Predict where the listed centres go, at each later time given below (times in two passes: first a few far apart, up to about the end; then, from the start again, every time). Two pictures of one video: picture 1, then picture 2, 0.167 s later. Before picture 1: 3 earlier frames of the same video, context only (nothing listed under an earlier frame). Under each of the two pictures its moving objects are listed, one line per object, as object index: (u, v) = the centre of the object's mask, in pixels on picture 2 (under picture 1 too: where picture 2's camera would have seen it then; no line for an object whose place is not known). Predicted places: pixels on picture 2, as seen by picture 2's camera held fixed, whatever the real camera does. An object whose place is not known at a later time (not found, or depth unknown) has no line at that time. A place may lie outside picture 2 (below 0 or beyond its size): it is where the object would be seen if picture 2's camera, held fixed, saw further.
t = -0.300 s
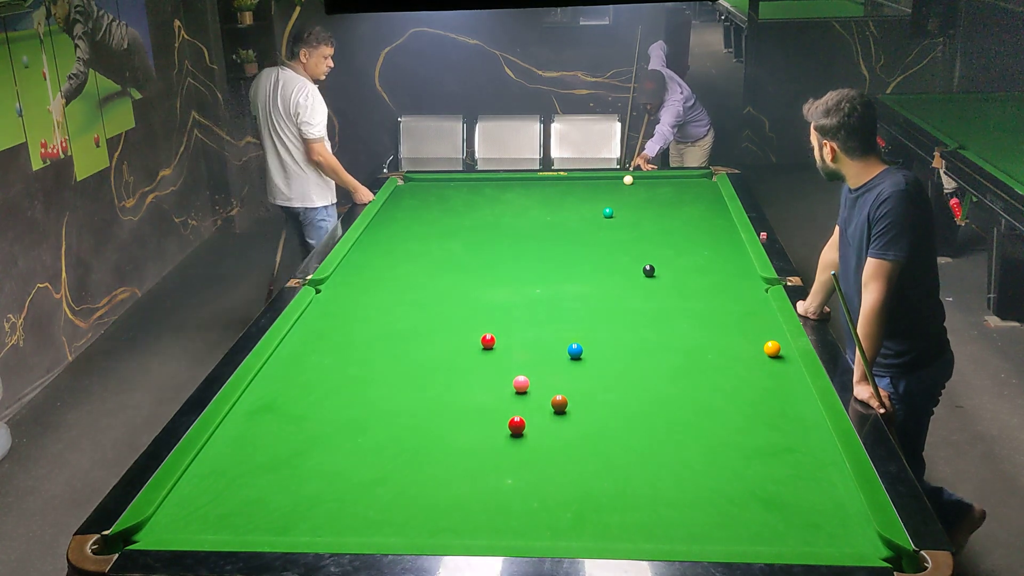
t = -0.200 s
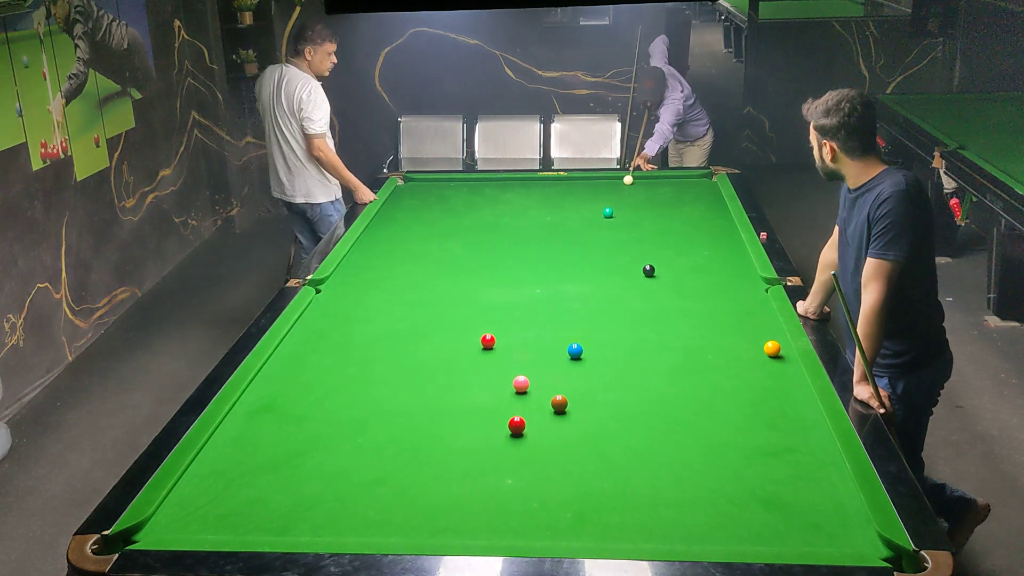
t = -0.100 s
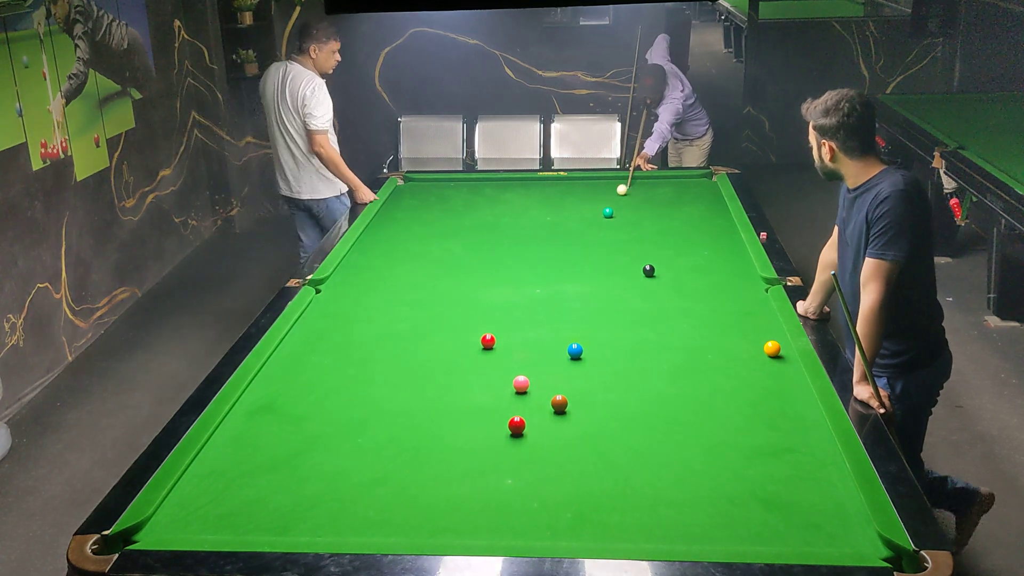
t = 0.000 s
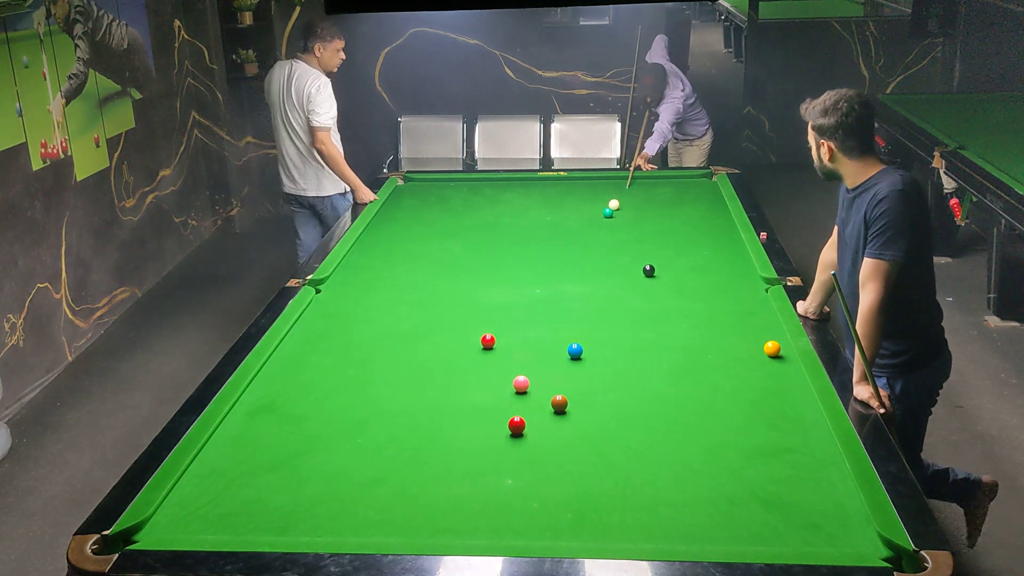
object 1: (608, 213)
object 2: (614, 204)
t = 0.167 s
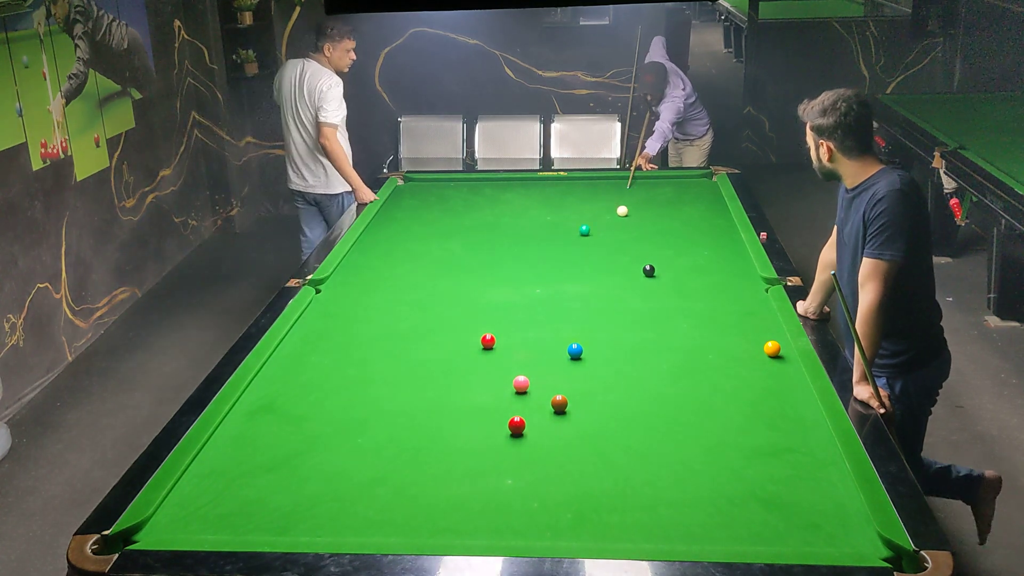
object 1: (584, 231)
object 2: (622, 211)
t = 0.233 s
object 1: (573, 238)
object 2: (627, 211)
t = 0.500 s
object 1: (529, 271)
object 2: (646, 213)
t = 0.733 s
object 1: (485, 305)
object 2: (661, 215)
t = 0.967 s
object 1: (432, 345)
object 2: (676, 217)
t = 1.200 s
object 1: (370, 392)
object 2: (690, 218)
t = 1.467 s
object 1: (282, 459)
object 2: (704, 220)
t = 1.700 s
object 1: (185, 529)
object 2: (716, 221)
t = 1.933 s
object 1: (188, 481)
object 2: (727, 222)
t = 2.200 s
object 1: (238, 441)
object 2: (725, 223)
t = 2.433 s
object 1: (275, 411)
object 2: (720, 224)
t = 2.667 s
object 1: (306, 385)
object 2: (716, 224)
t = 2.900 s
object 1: (333, 363)
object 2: (714, 225)
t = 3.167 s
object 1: (359, 341)
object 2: (712, 225)
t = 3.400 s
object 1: (380, 324)
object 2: (712, 225)
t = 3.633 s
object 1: (397, 309)
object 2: (712, 225)
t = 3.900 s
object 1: (415, 294)
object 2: (712, 225)
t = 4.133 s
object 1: (428, 282)
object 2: (712, 225)
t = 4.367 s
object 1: (441, 271)
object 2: (712, 225)
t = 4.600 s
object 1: (451, 262)
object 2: (712, 225)
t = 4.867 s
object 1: (462, 252)
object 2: (712, 225)
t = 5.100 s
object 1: (471, 245)
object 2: (712, 225)
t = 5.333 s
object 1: (479, 238)
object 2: (712, 225)
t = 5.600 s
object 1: (487, 231)
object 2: (712, 225)
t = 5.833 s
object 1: (494, 225)
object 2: (712, 225)
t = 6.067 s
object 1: (500, 220)
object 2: (712, 225)
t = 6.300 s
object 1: (505, 216)
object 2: (712, 225)
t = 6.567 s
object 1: (511, 211)
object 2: (712, 225)
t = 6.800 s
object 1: (516, 207)
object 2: (712, 225)
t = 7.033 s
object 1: (520, 205)
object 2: (712, 225)
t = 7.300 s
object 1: (524, 202)
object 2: (712, 225)
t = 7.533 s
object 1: (528, 199)
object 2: (712, 225)
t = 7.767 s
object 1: (531, 198)
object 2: (712, 225)
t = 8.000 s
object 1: (533, 196)
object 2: (712, 225)
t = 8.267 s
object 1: (535, 195)
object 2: (712, 225)
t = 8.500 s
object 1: (537, 194)
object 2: (712, 225)
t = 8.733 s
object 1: (537, 194)
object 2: (712, 225)
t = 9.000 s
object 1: (537, 194)
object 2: (712, 225)
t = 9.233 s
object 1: (537, 194)
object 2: (712, 225)
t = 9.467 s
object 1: (537, 194)
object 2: (712, 225)
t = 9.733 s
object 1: (537, 194)
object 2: (712, 225)
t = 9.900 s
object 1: (537, 194)
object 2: (712, 225)
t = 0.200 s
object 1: (579, 234)
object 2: (624, 211)
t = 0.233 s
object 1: (573, 238)
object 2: (627, 211)
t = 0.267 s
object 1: (568, 243)
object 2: (629, 212)
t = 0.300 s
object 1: (563, 246)
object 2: (632, 212)
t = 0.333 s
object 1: (557, 250)
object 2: (634, 212)
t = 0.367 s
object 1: (552, 254)
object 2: (636, 212)
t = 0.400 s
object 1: (547, 258)
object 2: (639, 213)
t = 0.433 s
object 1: (541, 263)
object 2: (641, 213)
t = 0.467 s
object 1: (536, 267)
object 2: (643, 213)
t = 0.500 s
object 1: (529, 271)
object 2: (646, 213)
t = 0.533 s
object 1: (523, 276)
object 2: (648, 214)
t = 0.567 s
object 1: (518, 280)
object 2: (650, 214)
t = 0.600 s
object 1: (511, 285)
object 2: (652, 214)
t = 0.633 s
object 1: (505, 290)
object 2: (655, 214)
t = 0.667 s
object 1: (499, 295)
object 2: (657, 215)
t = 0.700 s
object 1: (492, 300)
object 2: (659, 215)
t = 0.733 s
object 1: (485, 305)
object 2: (661, 215)
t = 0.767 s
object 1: (478, 310)
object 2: (663, 215)
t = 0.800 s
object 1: (471, 316)
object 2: (666, 216)
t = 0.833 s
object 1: (464, 321)
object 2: (668, 216)
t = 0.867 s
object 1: (456, 327)
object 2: (670, 216)
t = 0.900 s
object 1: (448, 333)
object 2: (672, 216)
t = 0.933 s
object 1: (441, 339)
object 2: (674, 217)
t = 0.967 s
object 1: (432, 345)
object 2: (676, 217)
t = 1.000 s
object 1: (424, 351)
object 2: (678, 217)
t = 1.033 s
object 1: (416, 357)
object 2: (680, 217)
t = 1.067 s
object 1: (407, 364)
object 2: (682, 217)
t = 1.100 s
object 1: (398, 371)
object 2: (684, 218)
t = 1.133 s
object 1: (389, 378)
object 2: (686, 218)
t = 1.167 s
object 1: (379, 385)
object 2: (688, 218)
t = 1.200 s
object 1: (370, 392)
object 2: (690, 218)
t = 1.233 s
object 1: (359, 400)
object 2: (692, 219)
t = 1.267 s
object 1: (349, 408)
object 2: (694, 219)
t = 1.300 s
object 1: (338, 416)
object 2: (696, 219)
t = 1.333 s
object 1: (327, 425)
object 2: (697, 219)
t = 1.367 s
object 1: (316, 433)
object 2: (699, 219)
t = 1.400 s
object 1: (304, 442)
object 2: (701, 219)
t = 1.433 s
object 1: (294, 450)
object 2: (702, 220)
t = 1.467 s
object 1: (282, 459)
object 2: (704, 220)
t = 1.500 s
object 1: (269, 469)
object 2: (706, 220)
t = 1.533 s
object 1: (257, 478)
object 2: (708, 220)
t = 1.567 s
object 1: (243, 489)
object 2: (709, 221)
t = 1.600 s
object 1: (229, 499)
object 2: (711, 221)
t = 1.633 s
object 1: (215, 510)
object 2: (713, 221)
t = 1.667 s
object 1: (200, 521)
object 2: (714, 221)
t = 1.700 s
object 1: (185, 529)
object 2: (716, 221)
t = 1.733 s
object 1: (182, 525)
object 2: (718, 221)
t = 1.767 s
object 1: (183, 517)
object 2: (719, 222)
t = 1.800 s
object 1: (183, 509)
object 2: (721, 222)
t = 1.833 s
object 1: (184, 501)
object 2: (722, 222)
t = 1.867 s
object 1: (183, 494)
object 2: (724, 222)
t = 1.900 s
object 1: (183, 487)
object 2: (725, 222)
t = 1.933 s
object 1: (188, 481)
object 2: (727, 222)
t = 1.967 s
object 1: (195, 475)
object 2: (728, 223)
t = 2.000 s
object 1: (202, 470)
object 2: (729, 223)
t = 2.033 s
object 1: (208, 465)
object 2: (728, 223)
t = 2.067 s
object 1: (214, 460)
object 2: (728, 223)
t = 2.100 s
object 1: (220, 455)
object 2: (727, 223)
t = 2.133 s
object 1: (227, 450)
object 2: (726, 223)
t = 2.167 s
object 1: (233, 445)
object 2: (725, 223)
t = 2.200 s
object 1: (238, 441)
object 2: (725, 223)
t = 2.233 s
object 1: (244, 436)
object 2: (724, 223)
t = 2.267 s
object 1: (249, 432)
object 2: (723, 224)
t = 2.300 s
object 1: (254, 428)
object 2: (722, 224)
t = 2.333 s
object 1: (260, 423)
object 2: (722, 224)
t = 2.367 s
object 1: (265, 419)
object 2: (721, 224)
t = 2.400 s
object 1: (270, 415)
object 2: (720, 224)
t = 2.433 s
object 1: (275, 411)
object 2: (720, 224)
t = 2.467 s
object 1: (280, 407)
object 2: (719, 224)
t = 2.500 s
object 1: (284, 403)
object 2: (719, 224)
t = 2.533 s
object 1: (289, 400)
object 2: (718, 224)
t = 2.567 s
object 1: (293, 396)
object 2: (717, 224)
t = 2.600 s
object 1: (298, 392)
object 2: (717, 224)
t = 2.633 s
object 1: (302, 389)
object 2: (717, 224)
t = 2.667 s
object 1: (306, 385)
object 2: (716, 224)
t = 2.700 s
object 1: (310, 382)
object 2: (716, 224)
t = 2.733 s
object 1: (314, 379)
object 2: (715, 224)
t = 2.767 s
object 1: (318, 375)
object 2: (715, 225)
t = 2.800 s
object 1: (322, 372)
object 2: (715, 225)
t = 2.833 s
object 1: (326, 369)
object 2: (714, 225)
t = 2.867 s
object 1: (329, 366)
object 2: (714, 225)
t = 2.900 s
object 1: (333, 363)
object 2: (714, 225)
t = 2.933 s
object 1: (337, 360)
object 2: (713, 225)
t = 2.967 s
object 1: (340, 357)
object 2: (713, 225)
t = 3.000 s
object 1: (344, 354)
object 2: (713, 225)
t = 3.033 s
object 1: (347, 351)
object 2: (712, 225)
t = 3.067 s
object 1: (350, 349)
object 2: (712, 225)
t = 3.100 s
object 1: (353, 346)
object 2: (712, 225)
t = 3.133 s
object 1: (357, 343)
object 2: (712, 225)
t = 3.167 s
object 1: (359, 341)
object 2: (712, 225)
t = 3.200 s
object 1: (363, 339)
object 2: (712, 225)
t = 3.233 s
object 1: (366, 336)
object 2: (712, 225)
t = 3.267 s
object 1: (368, 333)
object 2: (712, 225)
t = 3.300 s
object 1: (371, 331)
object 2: (712, 225)
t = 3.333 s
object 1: (374, 328)
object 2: (712, 225)
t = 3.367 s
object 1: (377, 326)
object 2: (712, 225)
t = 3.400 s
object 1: (380, 324)
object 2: (712, 225)
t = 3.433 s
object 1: (382, 322)
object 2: (712, 225)
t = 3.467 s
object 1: (385, 320)
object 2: (712, 225)
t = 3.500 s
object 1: (387, 317)
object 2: (712, 225)
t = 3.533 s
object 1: (390, 315)
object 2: (712, 225)
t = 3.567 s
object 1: (392, 313)
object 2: (712, 225)
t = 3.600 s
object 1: (395, 311)
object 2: (712, 225)
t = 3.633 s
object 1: (397, 309)
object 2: (712, 225)
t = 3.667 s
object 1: (399, 307)
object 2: (712, 225)
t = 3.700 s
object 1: (402, 305)
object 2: (712, 225)
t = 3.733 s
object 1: (404, 303)
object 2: (712, 225)
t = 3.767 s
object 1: (406, 301)
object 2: (712, 225)
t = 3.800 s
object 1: (409, 299)
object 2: (712, 225)
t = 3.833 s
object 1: (411, 297)
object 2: (712, 225)
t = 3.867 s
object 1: (413, 295)
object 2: (712, 225)
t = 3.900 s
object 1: (415, 294)
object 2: (712, 225)
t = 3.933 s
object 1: (417, 292)
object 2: (712, 225)
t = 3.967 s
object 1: (419, 290)
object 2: (712, 225)
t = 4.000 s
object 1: (421, 288)
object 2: (712, 225)
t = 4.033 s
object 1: (423, 287)
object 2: (712, 225)
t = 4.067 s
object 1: (425, 285)
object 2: (712, 225)
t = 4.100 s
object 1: (427, 283)
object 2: (712, 225)
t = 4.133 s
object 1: (428, 282)
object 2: (712, 225)
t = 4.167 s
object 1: (430, 280)
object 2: (712, 225)
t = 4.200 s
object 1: (432, 279)
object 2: (712, 225)
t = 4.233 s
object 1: (434, 277)
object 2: (712, 225)
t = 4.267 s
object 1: (435, 276)
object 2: (712, 225)
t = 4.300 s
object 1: (437, 274)
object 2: (712, 225)
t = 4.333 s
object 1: (439, 273)
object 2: (712, 225)
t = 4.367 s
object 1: (441, 271)
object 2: (712, 225)
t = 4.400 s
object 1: (442, 270)
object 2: (712, 225)
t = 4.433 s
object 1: (444, 269)
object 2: (712, 225)
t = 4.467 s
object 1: (445, 267)
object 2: (712, 225)
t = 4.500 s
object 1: (446, 266)
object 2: (712, 225)
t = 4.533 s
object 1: (448, 265)
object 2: (712, 225)
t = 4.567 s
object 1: (450, 263)
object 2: (712, 225)
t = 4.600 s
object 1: (451, 262)
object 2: (712, 225)
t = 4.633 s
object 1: (452, 261)
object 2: (712, 225)
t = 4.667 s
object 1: (454, 260)
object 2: (712, 225)
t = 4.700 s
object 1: (455, 258)
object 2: (712, 225)
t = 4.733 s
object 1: (457, 257)
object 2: (712, 225)
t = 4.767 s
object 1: (458, 256)
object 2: (712, 225)
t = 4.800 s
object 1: (459, 255)
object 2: (712, 225)
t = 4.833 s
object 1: (461, 254)
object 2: (712, 225)
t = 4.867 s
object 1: (462, 252)
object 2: (712, 225)
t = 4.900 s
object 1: (463, 251)
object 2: (712, 225)
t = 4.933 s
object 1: (465, 250)
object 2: (712, 225)
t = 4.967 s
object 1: (466, 249)
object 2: (712, 225)
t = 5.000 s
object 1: (467, 248)
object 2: (712, 225)
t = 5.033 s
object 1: (469, 247)
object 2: (712, 225)
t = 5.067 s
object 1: (470, 246)
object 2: (712, 225)
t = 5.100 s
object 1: (471, 245)
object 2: (712, 225)
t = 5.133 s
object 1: (472, 244)
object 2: (712, 225)
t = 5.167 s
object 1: (473, 243)
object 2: (712, 225)
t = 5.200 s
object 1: (474, 242)
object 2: (712, 225)
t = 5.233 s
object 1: (476, 240)
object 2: (712, 225)
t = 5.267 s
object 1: (477, 240)
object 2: (712, 225)
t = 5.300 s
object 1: (478, 239)
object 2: (712, 225)
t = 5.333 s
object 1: (479, 238)
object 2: (712, 225)
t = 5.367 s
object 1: (480, 237)
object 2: (712, 225)
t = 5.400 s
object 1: (481, 236)
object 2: (712, 225)
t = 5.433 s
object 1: (482, 235)
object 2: (712, 225)
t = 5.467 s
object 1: (483, 234)
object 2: (712, 225)
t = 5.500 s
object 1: (484, 233)
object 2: (712, 225)
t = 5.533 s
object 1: (485, 232)
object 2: (712, 225)
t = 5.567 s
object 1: (486, 232)
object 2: (712, 225)
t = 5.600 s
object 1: (487, 231)
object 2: (712, 225)
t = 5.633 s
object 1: (488, 230)
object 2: (712, 225)
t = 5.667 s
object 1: (489, 229)
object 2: (712, 225)
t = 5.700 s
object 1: (490, 228)
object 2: (712, 225)
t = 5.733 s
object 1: (491, 228)
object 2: (712, 225)
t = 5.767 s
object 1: (492, 227)
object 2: (712, 225)
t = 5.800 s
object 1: (493, 226)
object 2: (712, 225)
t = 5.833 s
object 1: (494, 225)
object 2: (712, 225)
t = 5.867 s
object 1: (495, 224)
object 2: (712, 225)
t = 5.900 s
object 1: (496, 224)
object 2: (712, 225)
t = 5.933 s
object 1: (496, 223)
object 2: (712, 225)
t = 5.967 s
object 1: (497, 222)
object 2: (712, 225)
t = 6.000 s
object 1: (498, 222)
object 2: (712, 225)
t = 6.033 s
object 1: (499, 221)
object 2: (712, 225)
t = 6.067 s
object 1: (500, 220)
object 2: (712, 225)
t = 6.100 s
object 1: (501, 219)
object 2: (712, 225)
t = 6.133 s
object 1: (502, 219)
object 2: (712, 225)
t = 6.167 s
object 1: (502, 218)
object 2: (712, 225)
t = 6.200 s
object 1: (503, 218)
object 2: (712, 225)
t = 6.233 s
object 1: (504, 217)
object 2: (712, 225)
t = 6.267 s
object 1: (504, 216)
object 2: (712, 225)
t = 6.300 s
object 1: (505, 216)
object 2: (712, 225)
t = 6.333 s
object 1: (506, 215)
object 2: (712, 225)
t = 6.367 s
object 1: (507, 214)
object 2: (712, 225)
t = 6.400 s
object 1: (508, 214)
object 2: (712, 225)
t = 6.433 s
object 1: (508, 213)
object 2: (712, 225)
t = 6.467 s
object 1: (509, 213)
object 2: (712, 225)
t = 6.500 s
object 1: (510, 212)
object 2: (712, 225)
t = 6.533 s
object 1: (511, 212)
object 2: (712, 225)
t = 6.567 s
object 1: (511, 211)
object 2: (712, 225)
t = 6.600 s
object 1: (512, 211)
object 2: (712, 225)
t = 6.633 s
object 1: (513, 210)
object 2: (712, 225)
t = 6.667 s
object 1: (513, 210)
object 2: (712, 225)
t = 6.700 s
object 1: (514, 209)
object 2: (712, 225)
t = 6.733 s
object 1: (515, 208)
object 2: (712, 225)
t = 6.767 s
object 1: (515, 208)
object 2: (712, 225)
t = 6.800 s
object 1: (516, 207)
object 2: (712, 225)
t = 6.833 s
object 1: (516, 207)
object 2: (712, 225)
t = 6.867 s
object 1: (517, 207)
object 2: (712, 225)
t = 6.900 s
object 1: (518, 206)
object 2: (712, 225)
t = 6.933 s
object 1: (518, 206)
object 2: (712, 225)
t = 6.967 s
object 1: (519, 205)
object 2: (712, 225)
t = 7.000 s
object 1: (520, 205)
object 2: (712, 225)
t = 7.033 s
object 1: (520, 205)
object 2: (712, 225)
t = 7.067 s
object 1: (521, 204)
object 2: (712, 225)
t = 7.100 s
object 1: (521, 204)
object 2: (712, 225)
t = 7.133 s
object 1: (522, 203)
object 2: (712, 225)
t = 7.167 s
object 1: (522, 203)
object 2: (712, 225)
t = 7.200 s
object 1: (523, 203)
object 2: (712, 225)
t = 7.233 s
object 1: (523, 202)
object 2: (712, 225)
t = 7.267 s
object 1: (524, 202)
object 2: (712, 225)
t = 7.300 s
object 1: (524, 202)
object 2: (712, 225)
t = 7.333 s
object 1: (525, 201)
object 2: (712, 225)
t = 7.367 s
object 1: (525, 201)
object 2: (712, 225)
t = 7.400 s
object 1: (526, 201)
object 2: (712, 225)
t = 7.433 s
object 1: (526, 200)
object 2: (712, 225)
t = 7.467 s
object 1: (527, 200)
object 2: (712, 225)
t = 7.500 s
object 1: (527, 200)
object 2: (712, 225)
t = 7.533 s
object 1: (528, 199)
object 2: (712, 225)
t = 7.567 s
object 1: (528, 199)
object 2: (712, 225)
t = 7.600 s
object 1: (529, 199)
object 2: (712, 225)
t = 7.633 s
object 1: (529, 199)
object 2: (712, 225)
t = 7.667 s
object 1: (529, 198)
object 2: (712, 225)
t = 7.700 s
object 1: (530, 198)
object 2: (712, 225)
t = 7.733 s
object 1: (530, 198)
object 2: (712, 225)
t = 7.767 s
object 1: (531, 198)
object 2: (712, 225)
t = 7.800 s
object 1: (531, 198)
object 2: (712, 225)
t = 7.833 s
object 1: (531, 197)
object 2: (712, 225)
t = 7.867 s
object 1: (532, 197)
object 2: (712, 225)
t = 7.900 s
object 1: (532, 197)
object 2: (712, 225)
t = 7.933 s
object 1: (532, 197)
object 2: (712, 225)
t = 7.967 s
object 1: (533, 196)
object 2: (712, 225)
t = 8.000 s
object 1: (533, 196)
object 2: (712, 225)
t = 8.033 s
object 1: (533, 196)
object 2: (712, 225)
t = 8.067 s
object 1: (534, 196)
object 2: (712, 225)
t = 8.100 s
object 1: (534, 196)
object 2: (712, 225)
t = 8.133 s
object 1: (534, 196)
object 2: (712, 225)
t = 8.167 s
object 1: (534, 196)
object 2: (712, 225)
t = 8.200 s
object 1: (535, 195)
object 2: (712, 225)
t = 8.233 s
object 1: (535, 195)
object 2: (712, 225)
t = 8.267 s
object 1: (535, 195)
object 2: (712, 225)
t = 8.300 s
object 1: (536, 195)
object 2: (712, 225)
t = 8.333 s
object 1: (536, 195)
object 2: (712, 225)
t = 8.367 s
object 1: (536, 194)
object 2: (712, 225)
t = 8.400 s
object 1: (536, 194)
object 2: (712, 225)
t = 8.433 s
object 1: (536, 194)
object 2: (712, 225)
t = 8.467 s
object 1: (536, 194)
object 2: (712, 225)
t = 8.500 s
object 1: (537, 194)
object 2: (712, 225)
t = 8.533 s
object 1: (537, 194)
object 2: (712, 225)
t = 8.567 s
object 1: (537, 194)
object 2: (712, 225)
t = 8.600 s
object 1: (537, 194)
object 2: (712, 225)
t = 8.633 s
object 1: (537, 194)
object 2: (712, 225)
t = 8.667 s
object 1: (537, 194)
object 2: (712, 225)
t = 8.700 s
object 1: (537, 194)
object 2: (712, 225)
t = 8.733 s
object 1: (537, 194)
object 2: (712, 225)
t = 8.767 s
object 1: (537, 194)
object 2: (712, 225)
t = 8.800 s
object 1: (537, 194)
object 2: (712, 225)
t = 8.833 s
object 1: (537, 194)
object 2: (712, 225)
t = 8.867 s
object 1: (537, 194)
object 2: (712, 225)
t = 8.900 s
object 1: (537, 194)
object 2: (712, 225)
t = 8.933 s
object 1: (537, 194)
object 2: (712, 225)
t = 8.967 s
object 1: (537, 194)
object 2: (712, 225)
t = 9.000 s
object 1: (537, 194)
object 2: (712, 225)
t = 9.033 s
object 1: (537, 194)
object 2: (712, 225)
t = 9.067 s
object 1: (538, 194)
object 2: (712, 225)
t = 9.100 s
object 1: (538, 194)
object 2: (712, 225)
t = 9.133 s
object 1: (537, 194)
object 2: (712, 225)
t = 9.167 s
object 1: (537, 194)
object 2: (712, 225)
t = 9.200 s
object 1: (537, 194)
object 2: (712, 225)
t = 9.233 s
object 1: (537, 194)
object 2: (712, 225)
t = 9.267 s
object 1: (537, 194)
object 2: (712, 225)
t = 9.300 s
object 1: (537, 194)
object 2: (712, 225)
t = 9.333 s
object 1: (537, 194)
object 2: (712, 225)
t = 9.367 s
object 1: (537, 194)
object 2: (712, 225)
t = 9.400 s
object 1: (537, 194)
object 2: (712, 225)
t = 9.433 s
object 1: (537, 194)
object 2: (712, 225)
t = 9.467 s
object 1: (537, 194)
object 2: (712, 225)
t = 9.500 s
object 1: (537, 194)
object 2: (712, 225)
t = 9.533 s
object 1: (537, 194)
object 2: (712, 225)
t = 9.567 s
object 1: (537, 194)
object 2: (712, 225)
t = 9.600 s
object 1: (537, 194)
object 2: (712, 225)
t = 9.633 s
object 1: (537, 194)
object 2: (712, 225)
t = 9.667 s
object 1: (537, 194)
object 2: (712, 225)
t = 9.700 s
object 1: (537, 194)
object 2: (712, 225)
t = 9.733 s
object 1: (537, 194)
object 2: (712, 225)
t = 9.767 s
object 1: (537, 194)
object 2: (712, 225)
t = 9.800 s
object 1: (537, 194)
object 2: (712, 225)
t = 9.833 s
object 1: (537, 194)
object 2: (712, 225)
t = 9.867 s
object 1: (537, 194)
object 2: (712, 225)
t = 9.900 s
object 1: (537, 194)
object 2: (712, 225)
